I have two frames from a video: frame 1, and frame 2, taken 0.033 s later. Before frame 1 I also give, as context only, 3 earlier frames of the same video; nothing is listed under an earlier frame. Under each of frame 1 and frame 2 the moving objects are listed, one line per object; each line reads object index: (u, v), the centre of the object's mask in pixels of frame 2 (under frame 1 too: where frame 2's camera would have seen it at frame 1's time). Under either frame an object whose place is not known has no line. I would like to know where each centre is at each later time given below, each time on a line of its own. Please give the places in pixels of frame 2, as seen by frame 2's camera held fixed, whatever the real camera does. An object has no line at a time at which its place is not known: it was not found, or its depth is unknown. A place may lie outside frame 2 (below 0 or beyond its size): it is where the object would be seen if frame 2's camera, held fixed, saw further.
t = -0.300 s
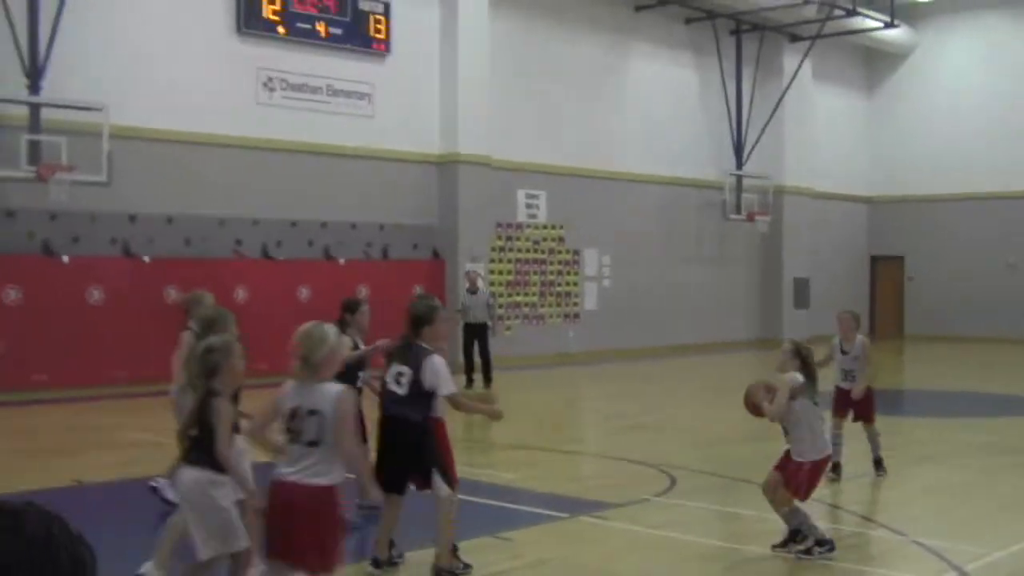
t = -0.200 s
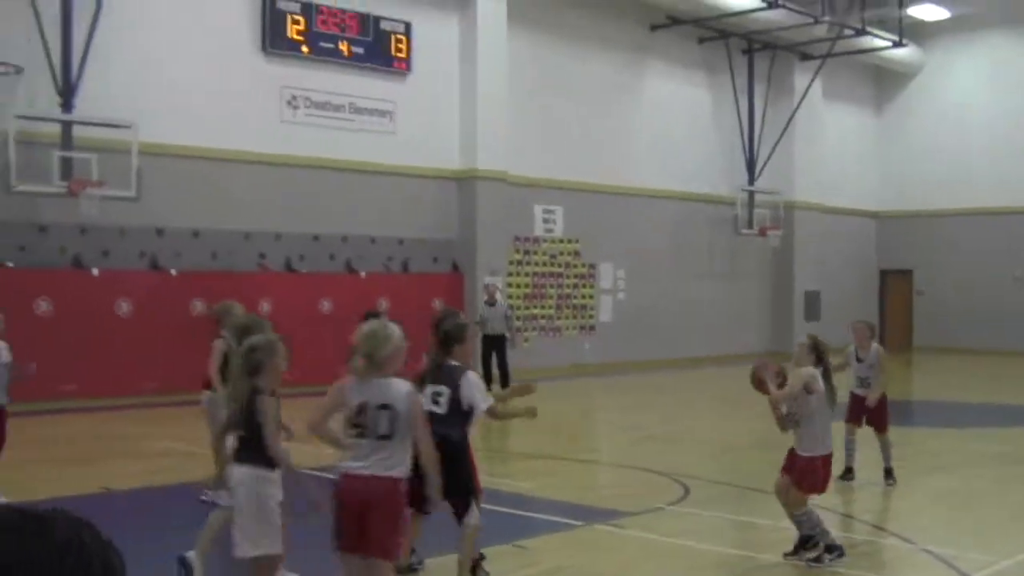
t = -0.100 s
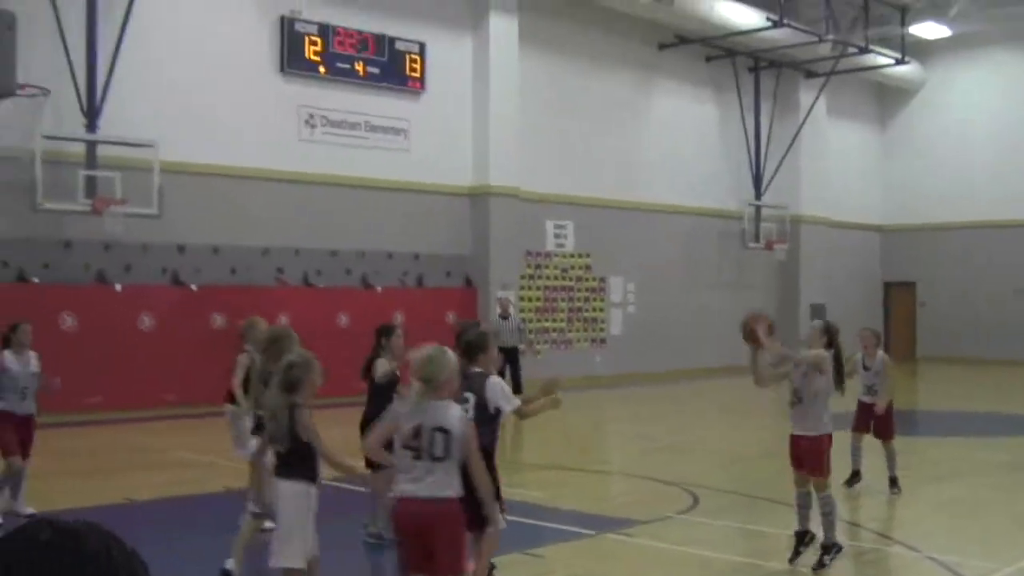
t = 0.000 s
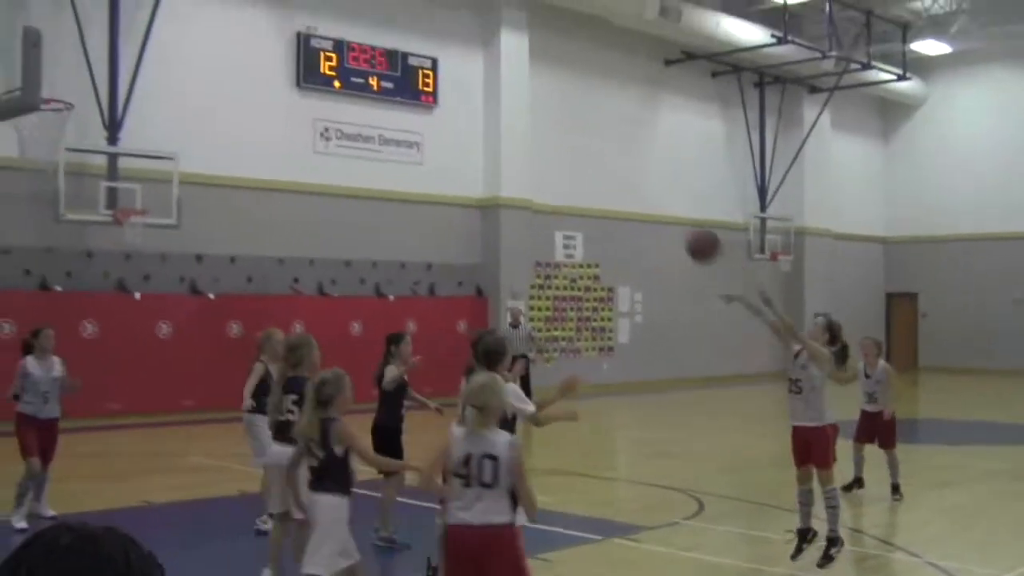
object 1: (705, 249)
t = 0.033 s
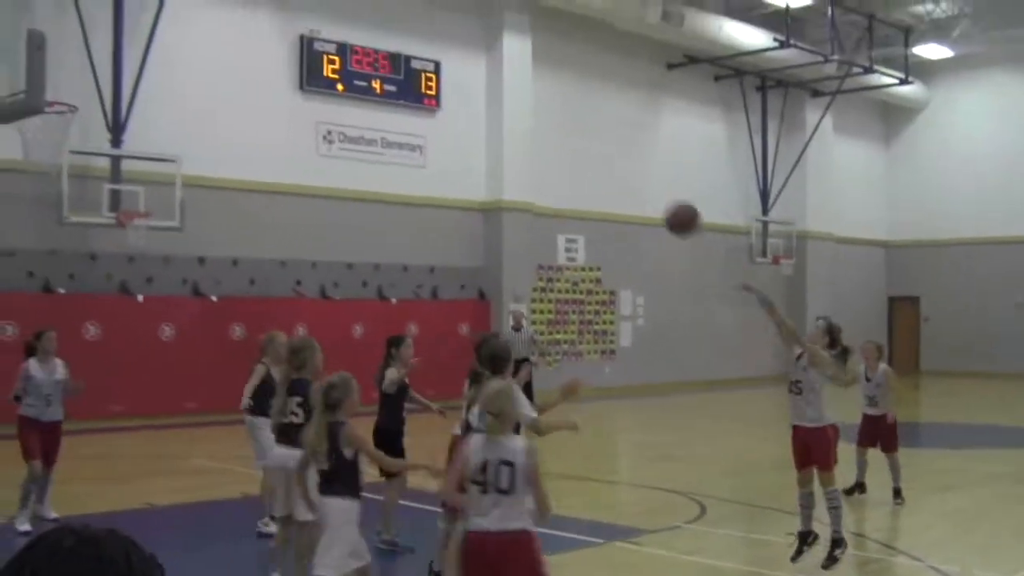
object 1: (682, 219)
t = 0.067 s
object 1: (657, 193)
